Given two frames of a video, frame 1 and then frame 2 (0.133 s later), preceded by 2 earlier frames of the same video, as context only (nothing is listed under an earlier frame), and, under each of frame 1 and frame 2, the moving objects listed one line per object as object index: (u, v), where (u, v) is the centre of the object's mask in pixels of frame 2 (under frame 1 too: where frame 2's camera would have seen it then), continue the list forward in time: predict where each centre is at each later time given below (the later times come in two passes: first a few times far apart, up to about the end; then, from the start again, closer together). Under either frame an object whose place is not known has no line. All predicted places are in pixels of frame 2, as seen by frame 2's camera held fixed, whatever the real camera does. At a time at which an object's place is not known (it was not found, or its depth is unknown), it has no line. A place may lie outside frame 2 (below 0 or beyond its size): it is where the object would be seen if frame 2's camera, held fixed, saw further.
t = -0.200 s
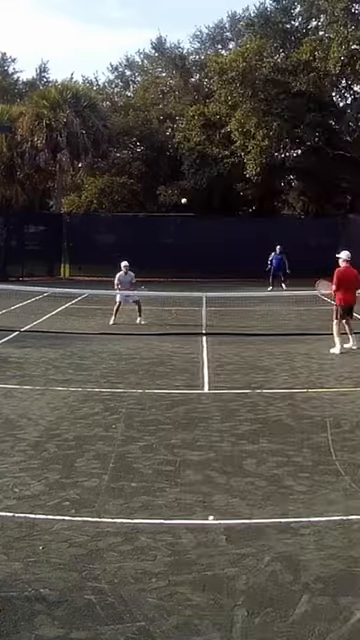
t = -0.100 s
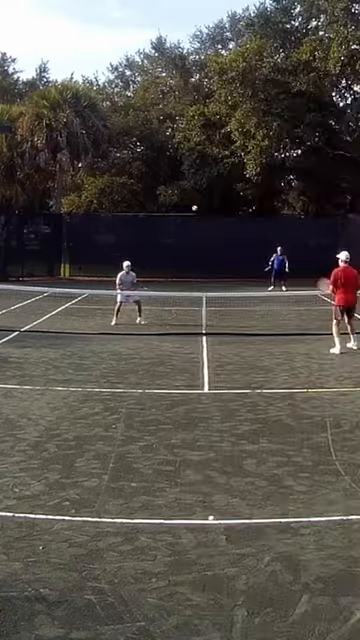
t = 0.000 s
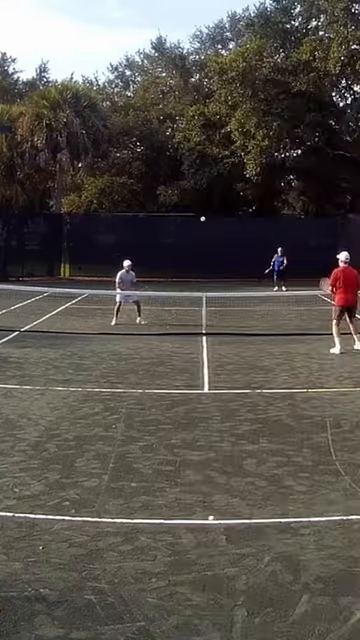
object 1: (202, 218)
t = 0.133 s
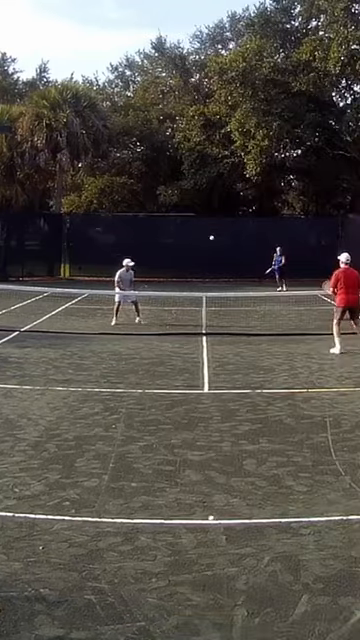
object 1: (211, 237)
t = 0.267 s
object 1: (217, 260)
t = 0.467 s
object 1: (225, 299)
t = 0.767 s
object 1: (232, 272)
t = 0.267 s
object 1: (217, 260)
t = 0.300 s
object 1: (219, 266)
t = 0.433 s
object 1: (224, 291)
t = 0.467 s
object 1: (225, 299)
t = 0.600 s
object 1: (229, 298)
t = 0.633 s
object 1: (229, 291)
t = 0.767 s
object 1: (232, 272)
